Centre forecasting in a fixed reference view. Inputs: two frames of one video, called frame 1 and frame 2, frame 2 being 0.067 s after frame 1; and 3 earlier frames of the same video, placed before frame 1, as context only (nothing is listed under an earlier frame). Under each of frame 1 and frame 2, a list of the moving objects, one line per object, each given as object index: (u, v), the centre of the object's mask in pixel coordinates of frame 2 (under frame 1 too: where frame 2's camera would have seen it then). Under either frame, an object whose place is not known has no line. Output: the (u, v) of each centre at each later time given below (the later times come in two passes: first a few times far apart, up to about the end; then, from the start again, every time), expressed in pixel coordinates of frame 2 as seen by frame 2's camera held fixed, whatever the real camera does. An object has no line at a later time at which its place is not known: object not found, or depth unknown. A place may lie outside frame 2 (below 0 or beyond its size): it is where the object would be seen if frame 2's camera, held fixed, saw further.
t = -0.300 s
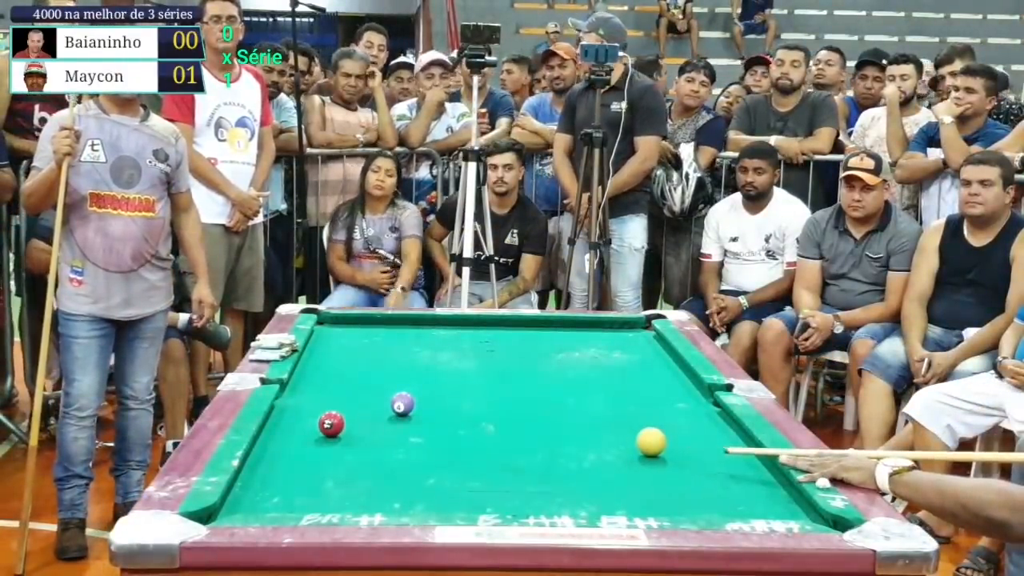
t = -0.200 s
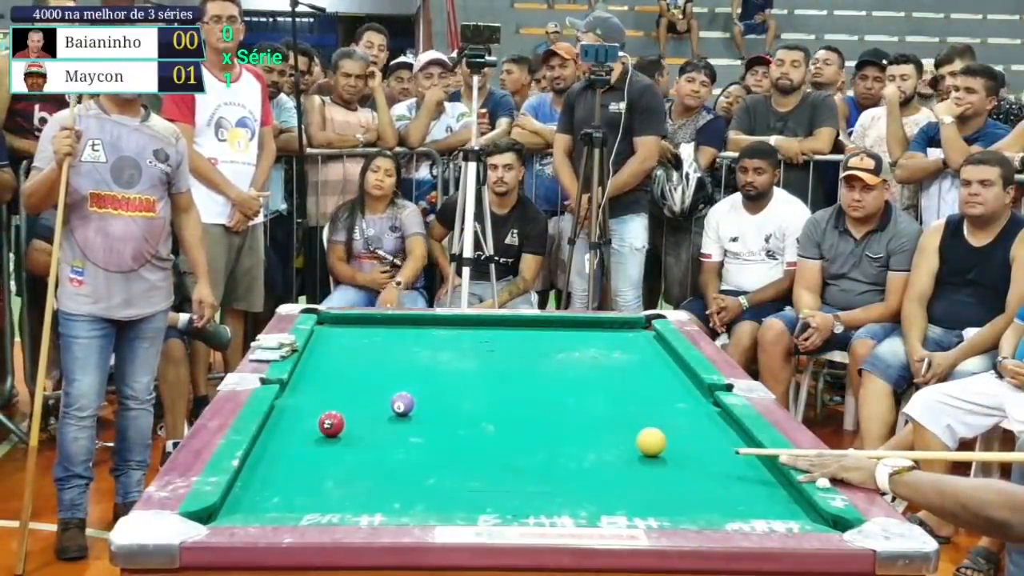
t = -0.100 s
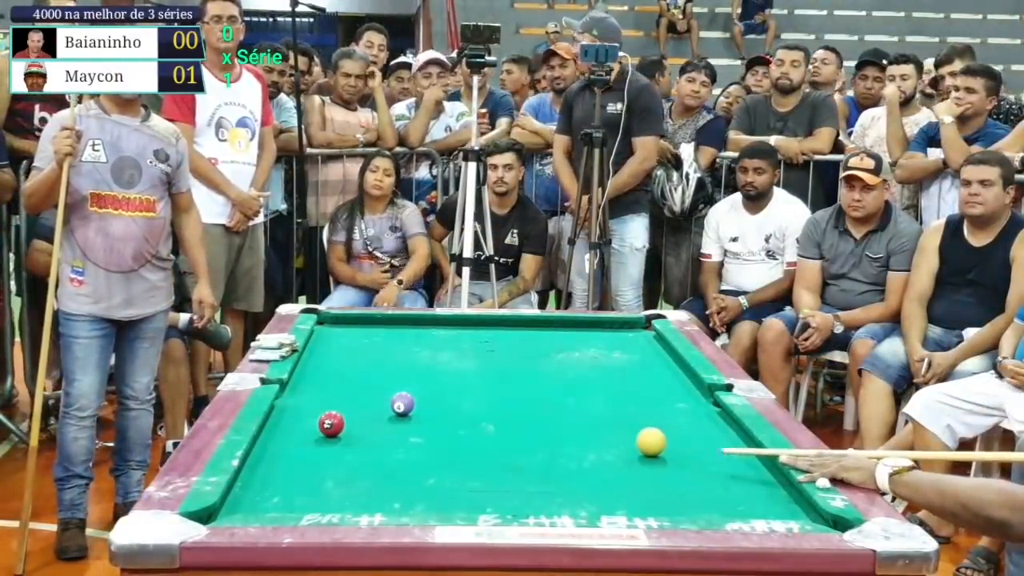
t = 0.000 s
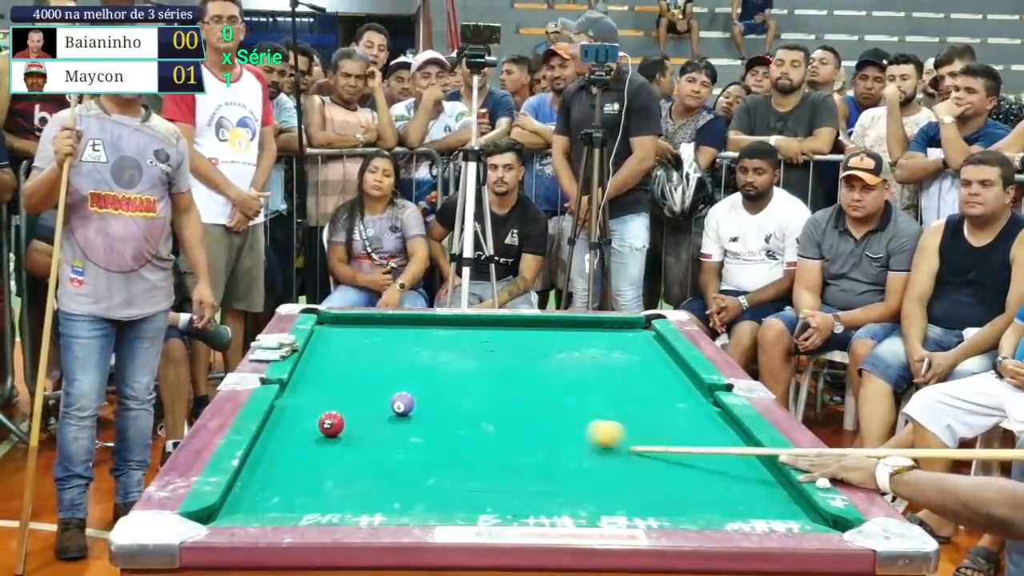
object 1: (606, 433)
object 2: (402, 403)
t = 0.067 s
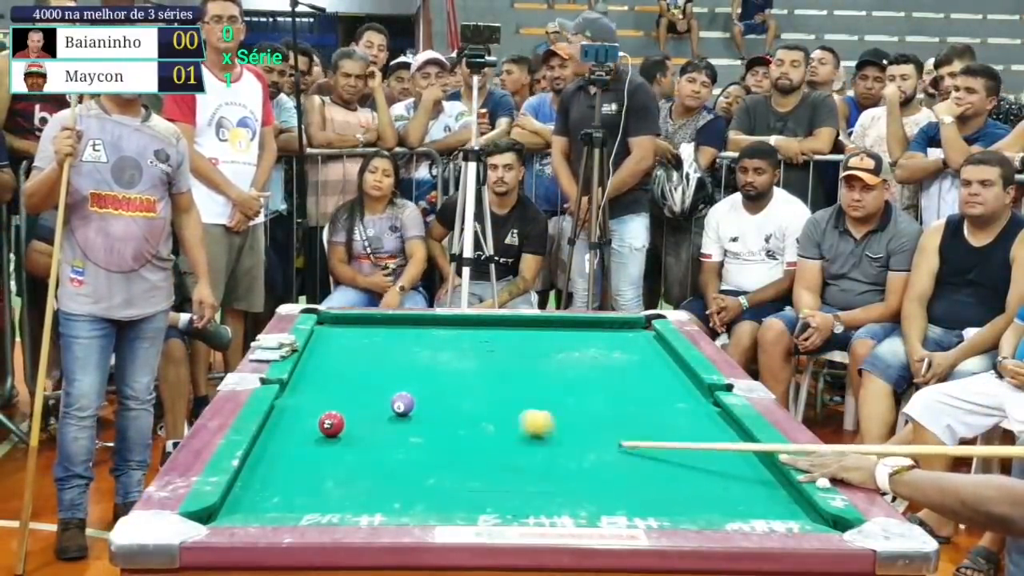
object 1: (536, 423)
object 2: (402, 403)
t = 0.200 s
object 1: (430, 406)
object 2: (402, 403)
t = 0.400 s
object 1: (408, 404)
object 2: (303, 388)
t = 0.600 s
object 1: (394, 402)
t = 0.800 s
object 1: (381, 401)
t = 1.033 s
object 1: (370, 399)
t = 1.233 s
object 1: (362, 398)
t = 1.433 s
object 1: (358, 397)
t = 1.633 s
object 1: (355, 397)
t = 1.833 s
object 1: (355, 397)
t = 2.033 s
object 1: (355, 397)
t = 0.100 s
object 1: (506, 418)
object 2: (402, 403)
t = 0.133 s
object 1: (478, 414)
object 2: (402, 403)
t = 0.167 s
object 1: (453, 410)
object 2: (402, 403)
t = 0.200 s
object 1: (430, 406)
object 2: (402, 403)
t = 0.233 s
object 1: (422, 406)
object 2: (386, 400)
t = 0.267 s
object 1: (419, 405)
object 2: (366, 397)
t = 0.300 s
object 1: (417, 405)
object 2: (348, 394)
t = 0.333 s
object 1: (414, 404)
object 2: (331, 392)
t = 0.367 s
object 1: (411, 404)
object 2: (316, 390)
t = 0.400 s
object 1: (408, 404)
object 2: (303, 388)
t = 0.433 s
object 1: (405, 404)
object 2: (289, 386)
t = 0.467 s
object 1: (403, 403)
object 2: (280, 383)
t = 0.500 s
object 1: (400, 403)
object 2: (274, 382)
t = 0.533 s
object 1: (398, 403)
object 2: (269, 381)
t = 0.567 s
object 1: (396, 402)
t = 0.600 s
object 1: (394, 402)
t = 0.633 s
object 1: (391, 402)
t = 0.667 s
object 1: (390, 401)
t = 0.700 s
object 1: (387, 401)
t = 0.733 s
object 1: (385, 401)
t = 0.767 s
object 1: (383, 401)
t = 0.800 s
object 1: (381, 401)
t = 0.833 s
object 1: (380, 400)
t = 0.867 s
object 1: (378, 400)
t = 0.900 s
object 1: (376, 400)
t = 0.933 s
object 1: (374, 400)
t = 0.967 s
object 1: (373, 399)
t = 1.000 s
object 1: (371, 399)
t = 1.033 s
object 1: (370, 399)
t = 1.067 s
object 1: (368, 399)
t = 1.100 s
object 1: (367, 399)
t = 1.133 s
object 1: (366, 398)
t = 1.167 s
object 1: (364, 398)
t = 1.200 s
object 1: (363, 398)
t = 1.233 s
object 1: (362, 398)
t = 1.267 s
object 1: (361, 398)
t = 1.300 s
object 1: (360, 398)
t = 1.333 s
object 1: (360, 398)
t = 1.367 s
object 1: (359, 397)
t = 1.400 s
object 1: (358, 397)
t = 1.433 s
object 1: (358, 397)
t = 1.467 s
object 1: (357, 397)
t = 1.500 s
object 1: (356, 397)
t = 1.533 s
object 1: (356, 397)
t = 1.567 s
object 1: (356, 397)
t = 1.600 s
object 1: (355, 397)
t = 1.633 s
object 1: (355, 397)
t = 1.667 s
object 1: (355, 397)
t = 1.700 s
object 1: (355, 397)
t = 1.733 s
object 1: (355, 397)
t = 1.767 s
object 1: (355, 397)
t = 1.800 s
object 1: (355, 397)
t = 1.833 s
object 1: (355, 397)
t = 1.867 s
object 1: (354, 397)
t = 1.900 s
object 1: (355, 397)
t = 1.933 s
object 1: (354, 397)
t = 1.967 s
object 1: (355, 397)
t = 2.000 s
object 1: (354, 397)
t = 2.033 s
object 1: (355, 397)
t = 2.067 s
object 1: (355, 397)
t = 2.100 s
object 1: (355, 397)
